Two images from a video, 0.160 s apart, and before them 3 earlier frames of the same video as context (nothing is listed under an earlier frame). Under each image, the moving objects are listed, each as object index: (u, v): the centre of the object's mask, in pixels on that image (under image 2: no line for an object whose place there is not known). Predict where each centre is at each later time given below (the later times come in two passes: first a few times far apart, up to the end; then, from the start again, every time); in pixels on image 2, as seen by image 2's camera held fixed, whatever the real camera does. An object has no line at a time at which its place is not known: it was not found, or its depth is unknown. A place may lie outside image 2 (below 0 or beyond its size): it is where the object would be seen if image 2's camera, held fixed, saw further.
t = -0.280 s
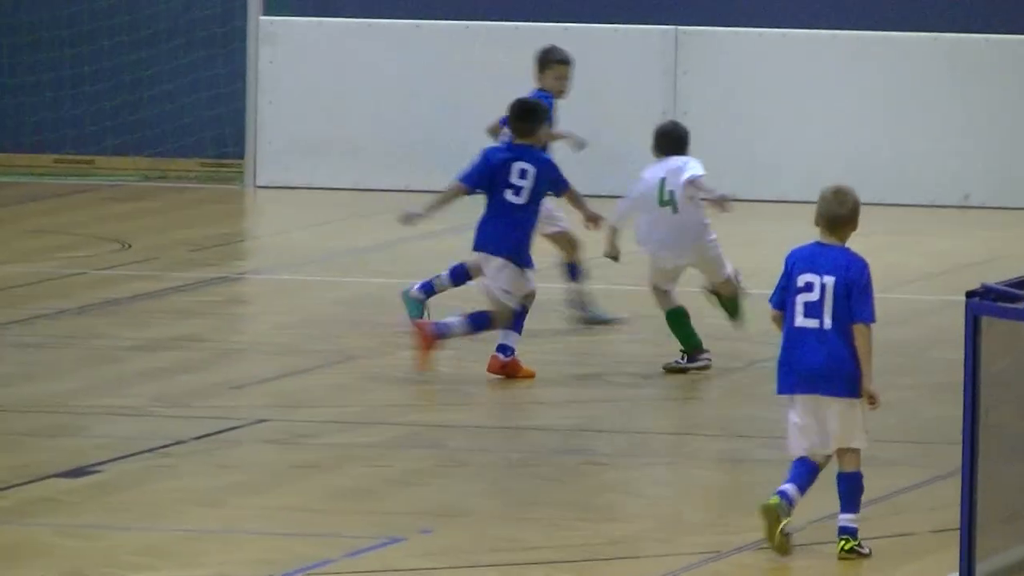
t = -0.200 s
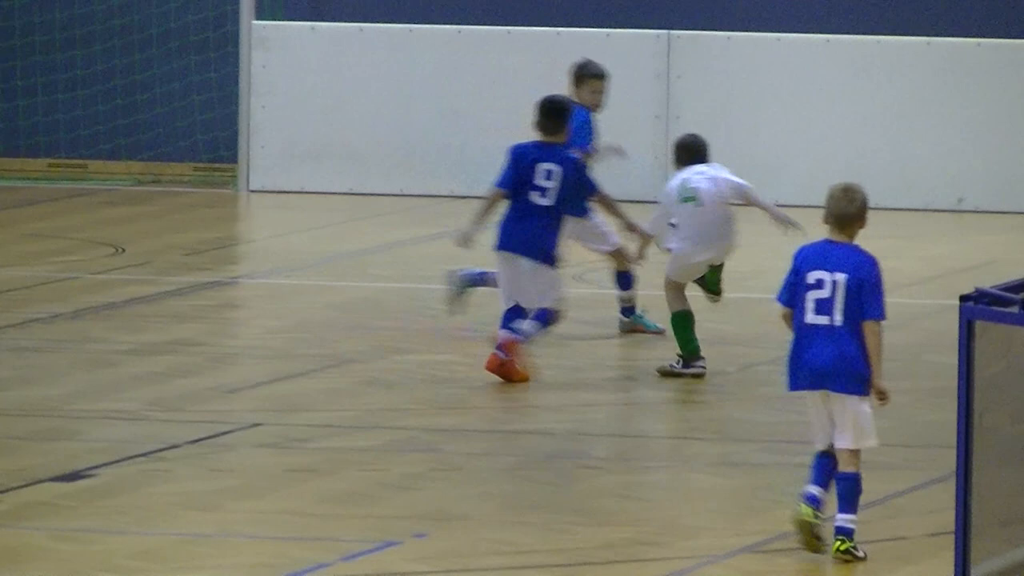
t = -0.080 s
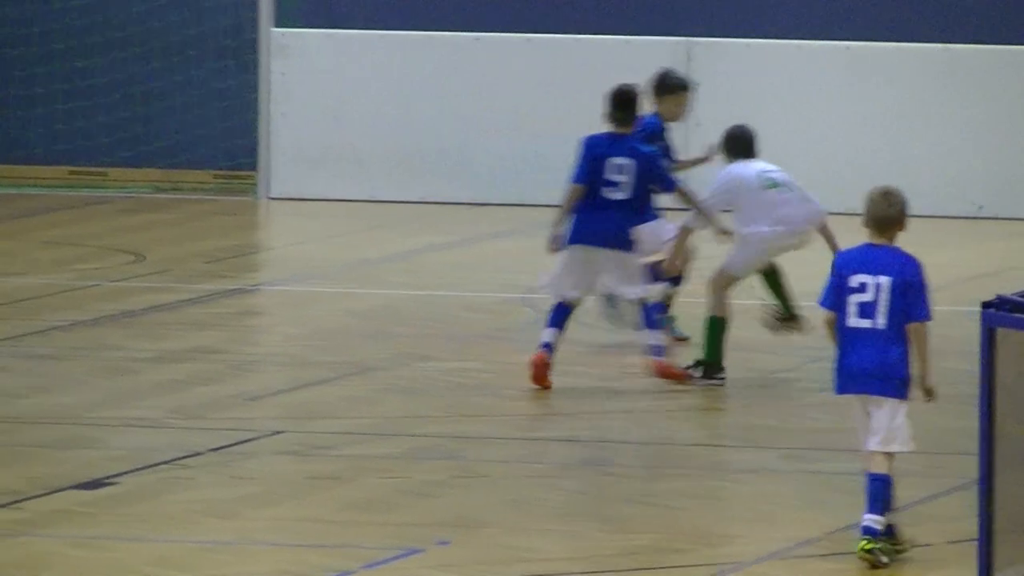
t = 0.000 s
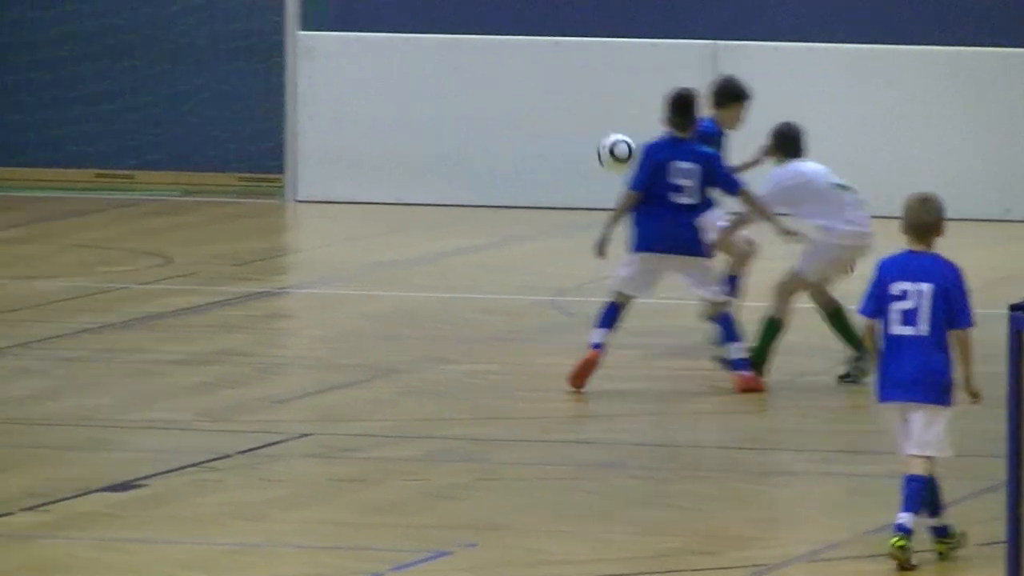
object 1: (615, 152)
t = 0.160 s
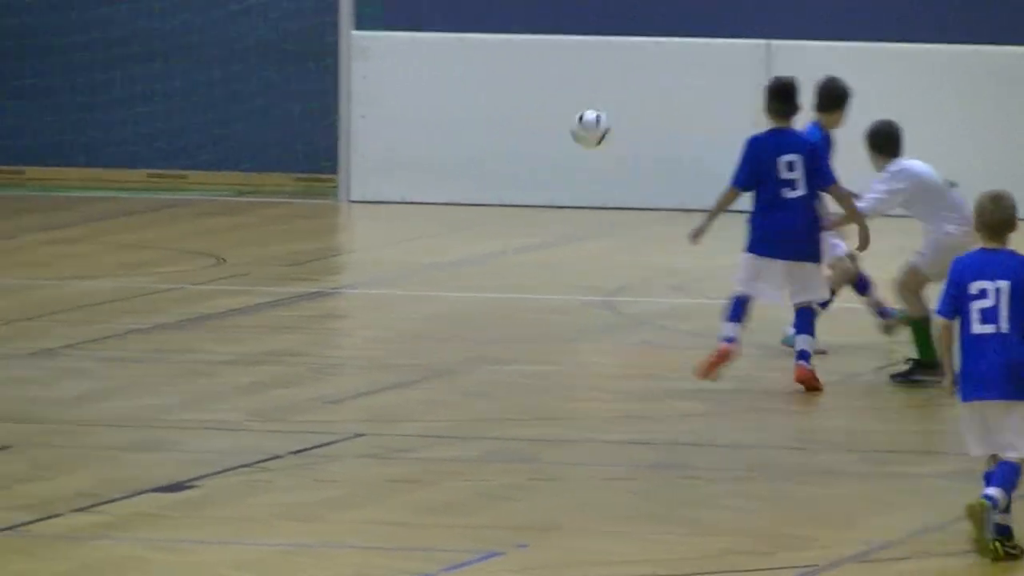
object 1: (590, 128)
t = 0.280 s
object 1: (532, 133)
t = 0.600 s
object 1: (386, 158)
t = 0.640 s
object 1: (364, 150)
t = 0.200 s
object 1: (570, 127)
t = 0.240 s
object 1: (551, 129)
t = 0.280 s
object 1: (532, 133)
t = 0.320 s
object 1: (513, 139)
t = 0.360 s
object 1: (494, 147)
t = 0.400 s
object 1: (473, 157)
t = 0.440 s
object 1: (454, 169)
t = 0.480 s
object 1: (435, 184)
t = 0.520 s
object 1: (416, 197)
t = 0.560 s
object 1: (402, 177)
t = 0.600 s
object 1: (386, 158)
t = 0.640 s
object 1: (364, 150)
